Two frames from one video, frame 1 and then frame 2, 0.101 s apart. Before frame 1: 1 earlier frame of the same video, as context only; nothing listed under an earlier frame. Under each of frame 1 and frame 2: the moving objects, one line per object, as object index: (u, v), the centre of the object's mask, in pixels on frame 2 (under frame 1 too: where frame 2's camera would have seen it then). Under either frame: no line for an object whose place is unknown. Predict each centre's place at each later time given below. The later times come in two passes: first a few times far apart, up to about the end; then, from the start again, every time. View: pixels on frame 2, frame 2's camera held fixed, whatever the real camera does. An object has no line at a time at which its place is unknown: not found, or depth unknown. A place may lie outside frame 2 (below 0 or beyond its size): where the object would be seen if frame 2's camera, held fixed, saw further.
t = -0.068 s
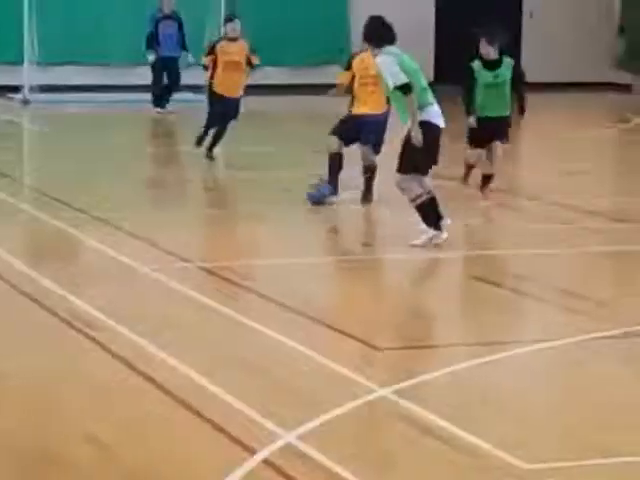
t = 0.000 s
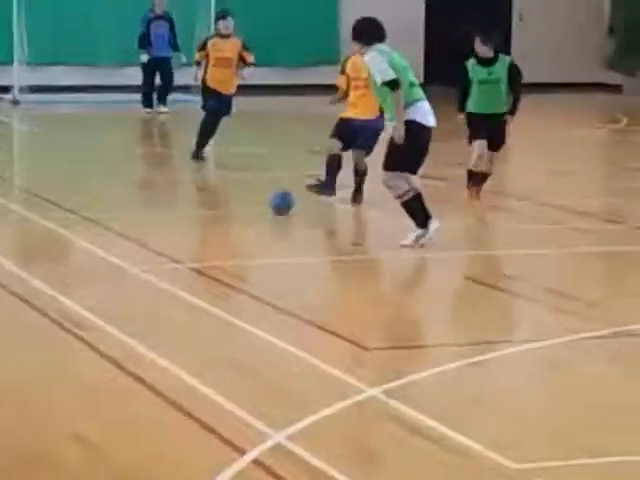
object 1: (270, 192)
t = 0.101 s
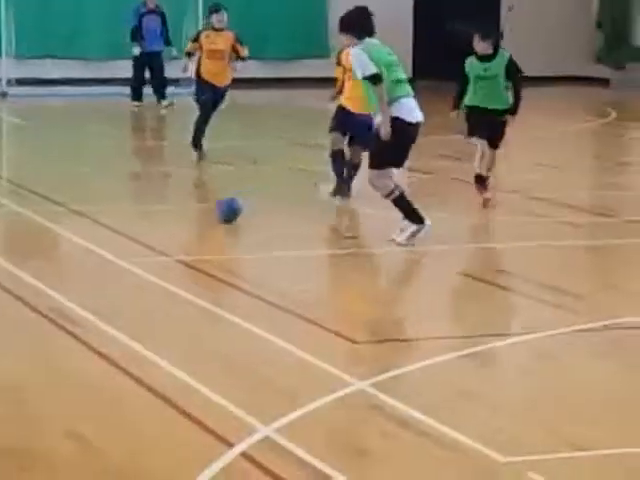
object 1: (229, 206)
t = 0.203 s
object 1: (184, 220)
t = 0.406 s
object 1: (85, 255)
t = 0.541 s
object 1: (11, 280)
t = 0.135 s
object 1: (215, 211)
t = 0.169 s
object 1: (198, 215)
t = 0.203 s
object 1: (184, 220)
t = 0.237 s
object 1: (168, 227)
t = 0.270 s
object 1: (152, 233)
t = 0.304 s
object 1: (136, 237)
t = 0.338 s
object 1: (119, 242)
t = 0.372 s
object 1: (102, 249)
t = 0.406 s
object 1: (85, 255)
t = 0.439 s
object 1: (68, 263)
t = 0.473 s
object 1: (50, 268)
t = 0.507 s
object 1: (32, 273)
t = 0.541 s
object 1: (11, 280)
